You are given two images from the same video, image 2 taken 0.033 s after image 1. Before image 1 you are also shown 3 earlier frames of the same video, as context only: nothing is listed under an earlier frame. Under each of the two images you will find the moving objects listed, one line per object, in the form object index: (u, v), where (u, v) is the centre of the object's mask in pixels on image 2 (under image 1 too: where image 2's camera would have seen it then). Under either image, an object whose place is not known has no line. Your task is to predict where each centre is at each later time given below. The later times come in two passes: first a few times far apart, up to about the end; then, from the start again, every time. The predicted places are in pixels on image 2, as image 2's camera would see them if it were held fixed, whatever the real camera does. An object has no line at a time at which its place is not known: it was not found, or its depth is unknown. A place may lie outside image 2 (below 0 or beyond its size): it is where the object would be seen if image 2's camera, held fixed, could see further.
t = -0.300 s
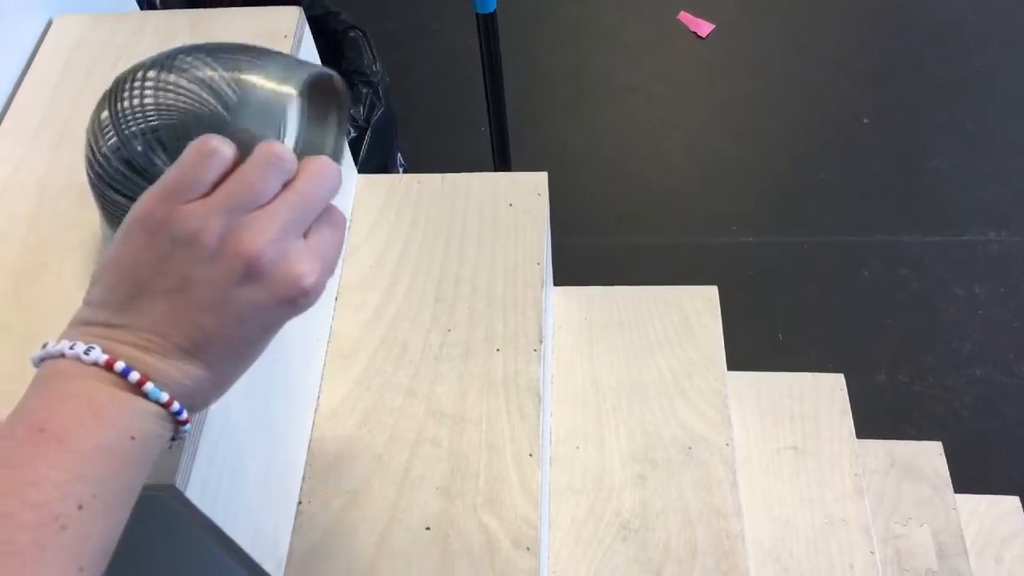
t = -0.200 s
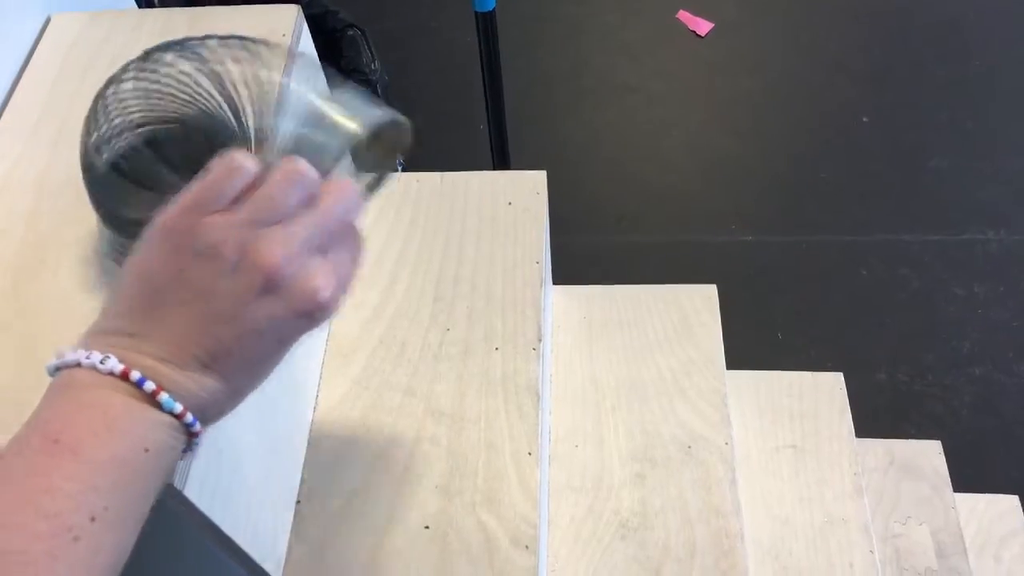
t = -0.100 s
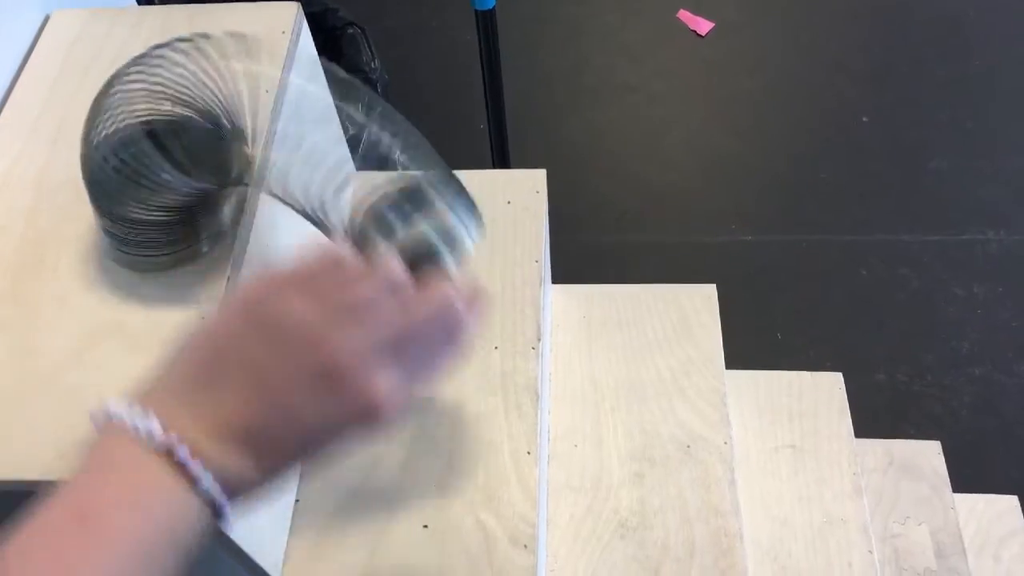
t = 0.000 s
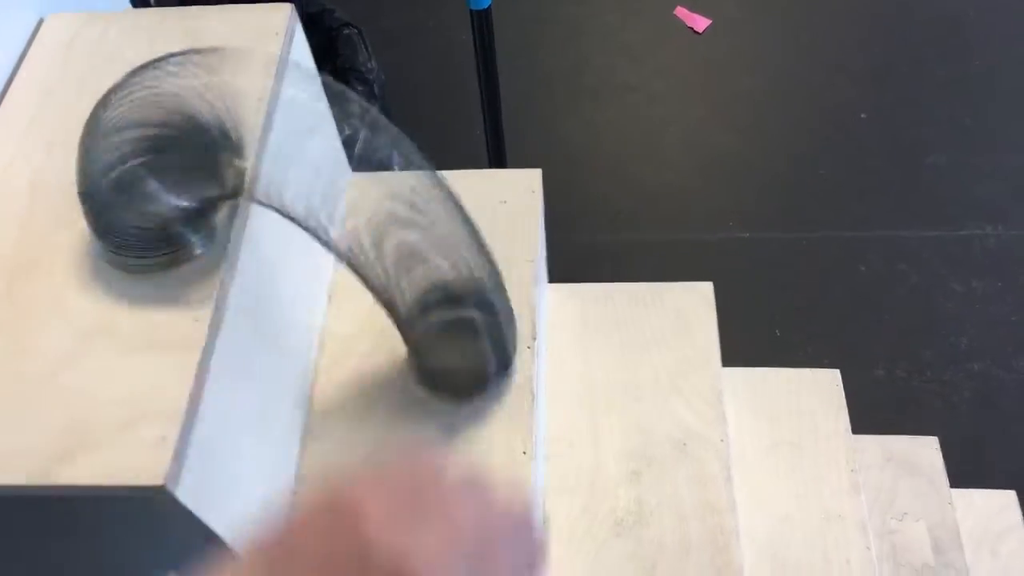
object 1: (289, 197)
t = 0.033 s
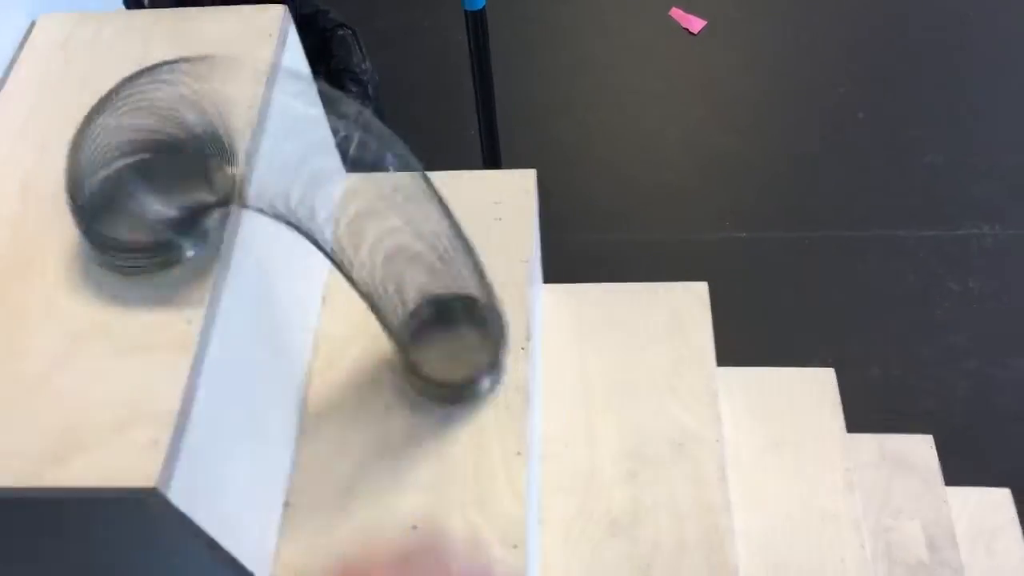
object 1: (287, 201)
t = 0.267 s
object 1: (448, 243)
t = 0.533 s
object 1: (536, 319)
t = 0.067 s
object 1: (284, 205)
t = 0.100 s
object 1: (283, 209)
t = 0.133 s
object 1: (285, 210)
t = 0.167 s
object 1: (291, 213)
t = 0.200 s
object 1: (316, 219)
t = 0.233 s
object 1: (347, 212)
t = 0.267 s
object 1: (448, 243)
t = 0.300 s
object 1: (498, 303)
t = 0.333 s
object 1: (508, 288)
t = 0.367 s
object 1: (519, 278)
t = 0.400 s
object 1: (525, 281)
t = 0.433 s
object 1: (522, 292)
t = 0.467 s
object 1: (528, 302)
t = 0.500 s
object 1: (532, 311)
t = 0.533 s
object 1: (536, 319)
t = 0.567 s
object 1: (540, 331)
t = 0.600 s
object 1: (541, 338)
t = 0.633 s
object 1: (544, 340)
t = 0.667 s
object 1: (554, 345)
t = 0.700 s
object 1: (559, 348)
